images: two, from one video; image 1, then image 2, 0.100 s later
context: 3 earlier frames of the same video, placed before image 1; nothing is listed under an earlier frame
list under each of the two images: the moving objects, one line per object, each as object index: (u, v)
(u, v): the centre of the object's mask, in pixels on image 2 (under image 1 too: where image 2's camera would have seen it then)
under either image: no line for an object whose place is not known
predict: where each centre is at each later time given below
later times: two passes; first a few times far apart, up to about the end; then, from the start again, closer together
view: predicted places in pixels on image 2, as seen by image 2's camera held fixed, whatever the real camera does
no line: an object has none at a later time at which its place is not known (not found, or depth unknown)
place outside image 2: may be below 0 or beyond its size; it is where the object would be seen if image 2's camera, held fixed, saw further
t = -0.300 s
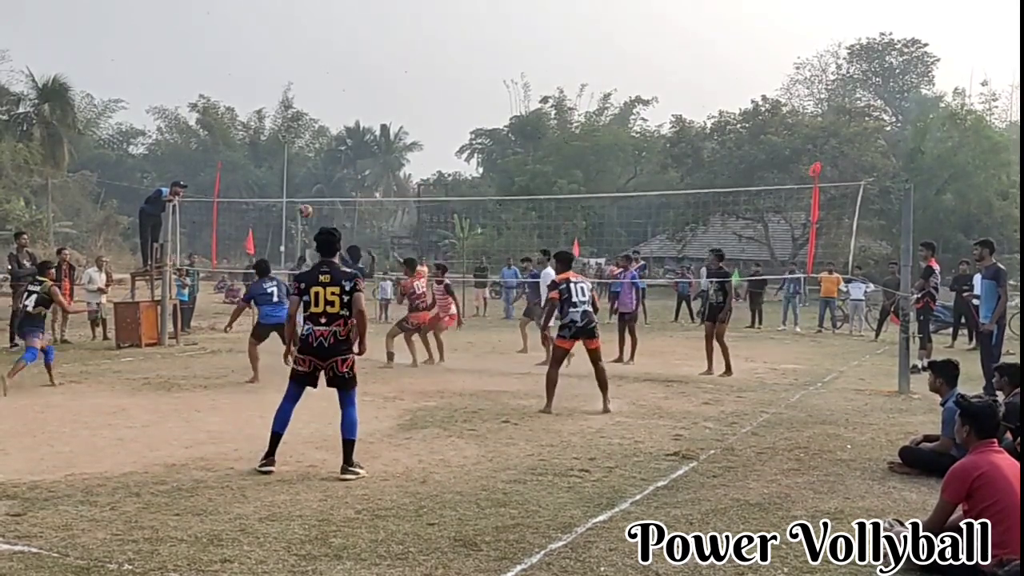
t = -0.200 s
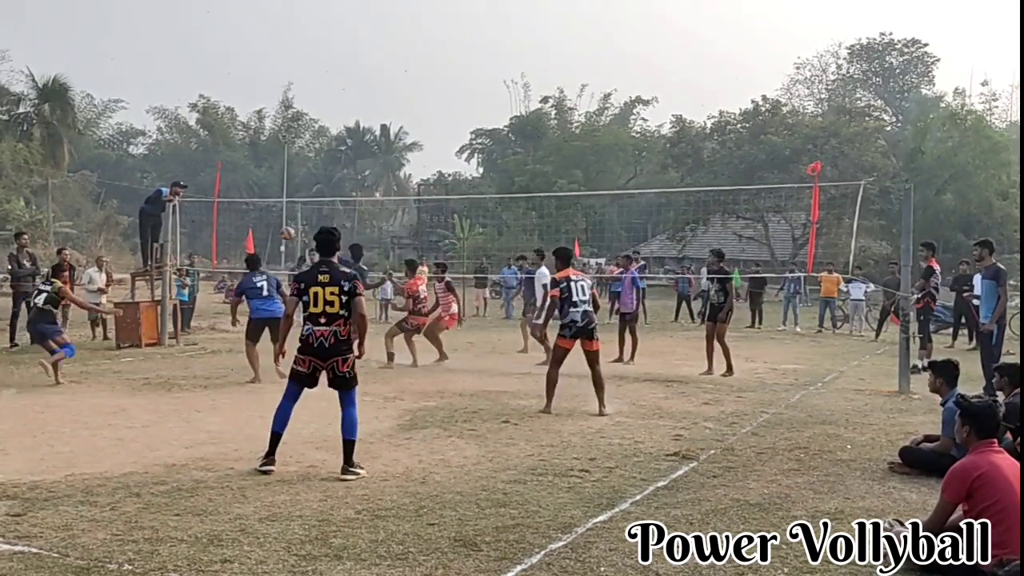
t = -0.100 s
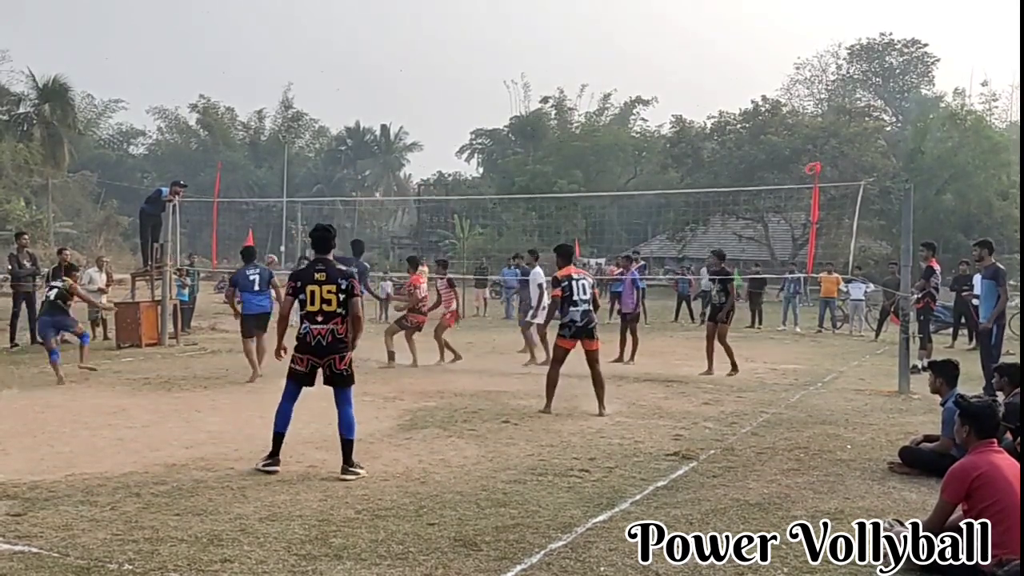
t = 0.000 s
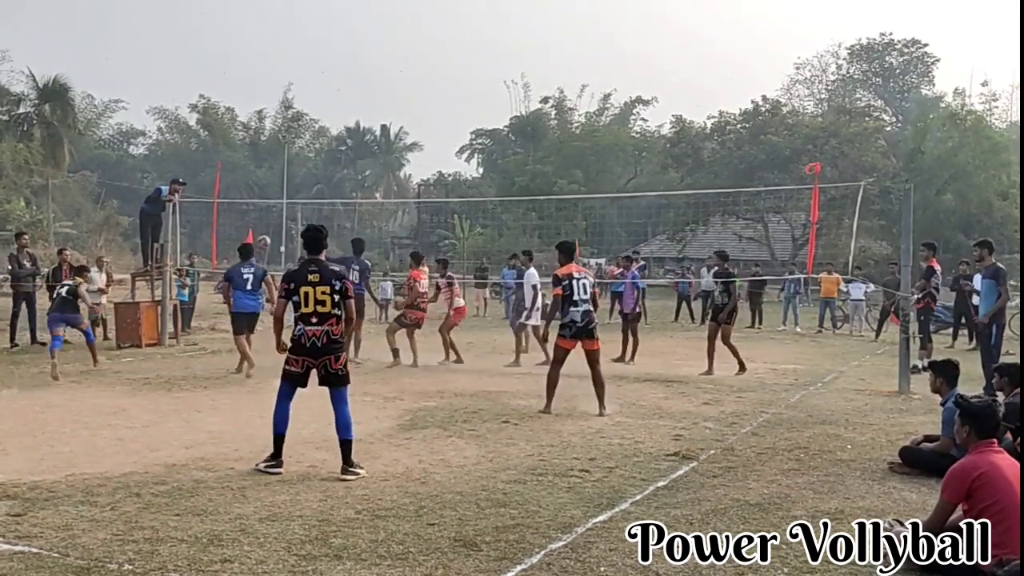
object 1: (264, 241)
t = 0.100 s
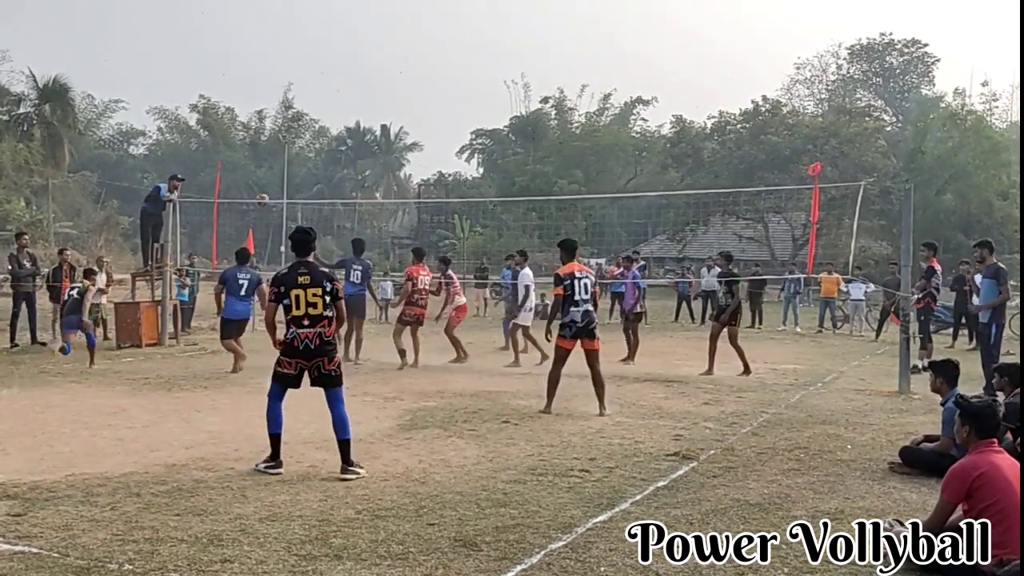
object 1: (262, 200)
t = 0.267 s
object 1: (258, 147)
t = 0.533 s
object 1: (250, 101)
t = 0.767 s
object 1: (242, 96)
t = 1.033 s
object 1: (231, 127)
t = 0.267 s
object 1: (258, 147)
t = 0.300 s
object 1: (256, 139)
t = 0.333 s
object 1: (255, 132)
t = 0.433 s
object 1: (253, 113)
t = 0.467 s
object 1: (252, 108)
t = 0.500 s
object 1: (251, 105)
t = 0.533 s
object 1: (250, 101)
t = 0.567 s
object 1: (249, 99)
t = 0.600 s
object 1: (248, 97)
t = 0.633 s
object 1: (247, 95)
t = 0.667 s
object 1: (245, 95)
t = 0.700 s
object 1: (244, 95)
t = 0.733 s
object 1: (243, 95)
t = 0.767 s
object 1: (242, 96)
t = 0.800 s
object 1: (241, 98)
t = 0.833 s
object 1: (239, 101)
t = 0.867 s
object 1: (238, 104)
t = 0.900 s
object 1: (237, 107)
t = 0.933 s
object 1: (236, 111)
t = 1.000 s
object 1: (233, 121)
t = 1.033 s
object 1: (231, 127)
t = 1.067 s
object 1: (231, 133)
